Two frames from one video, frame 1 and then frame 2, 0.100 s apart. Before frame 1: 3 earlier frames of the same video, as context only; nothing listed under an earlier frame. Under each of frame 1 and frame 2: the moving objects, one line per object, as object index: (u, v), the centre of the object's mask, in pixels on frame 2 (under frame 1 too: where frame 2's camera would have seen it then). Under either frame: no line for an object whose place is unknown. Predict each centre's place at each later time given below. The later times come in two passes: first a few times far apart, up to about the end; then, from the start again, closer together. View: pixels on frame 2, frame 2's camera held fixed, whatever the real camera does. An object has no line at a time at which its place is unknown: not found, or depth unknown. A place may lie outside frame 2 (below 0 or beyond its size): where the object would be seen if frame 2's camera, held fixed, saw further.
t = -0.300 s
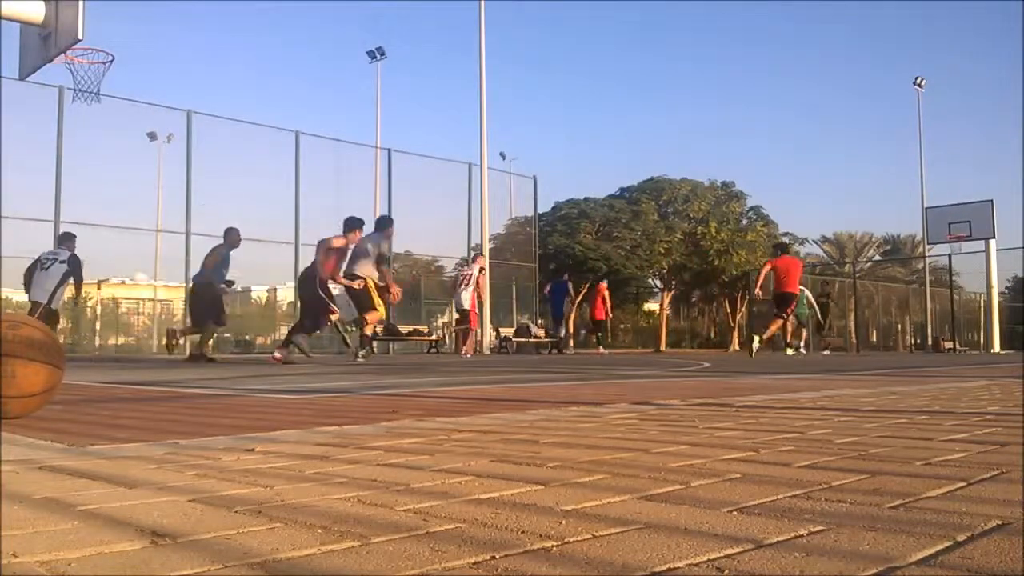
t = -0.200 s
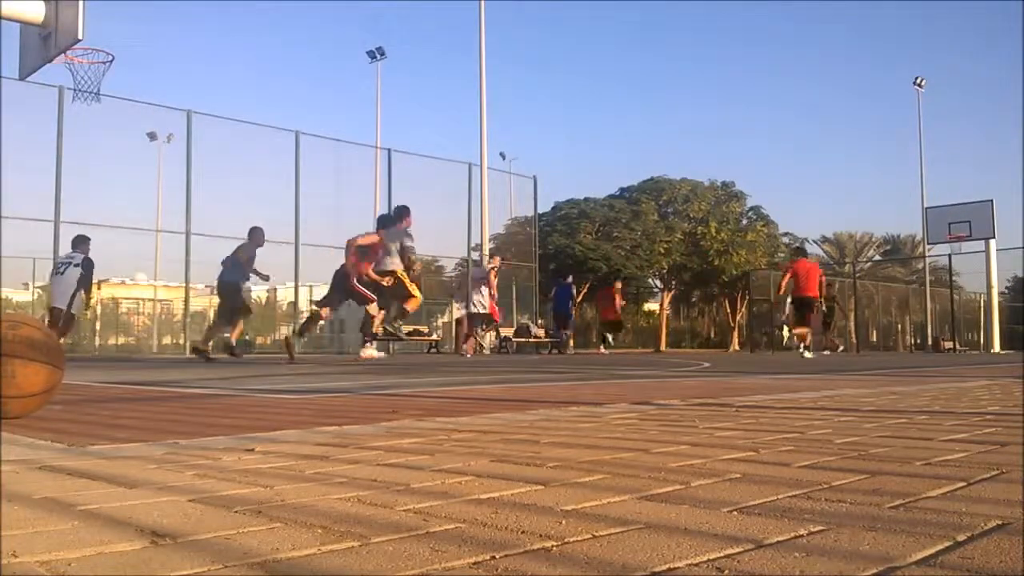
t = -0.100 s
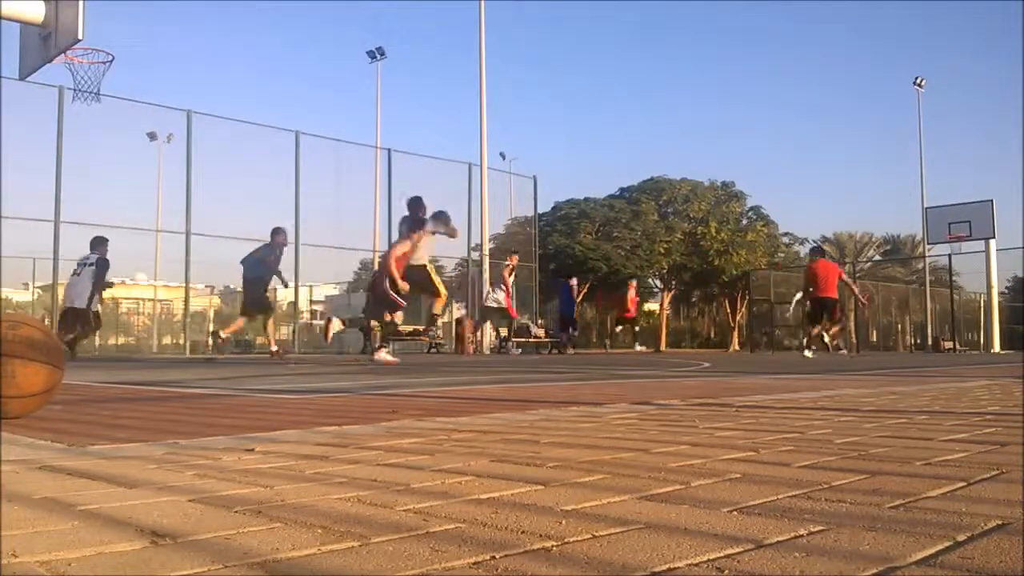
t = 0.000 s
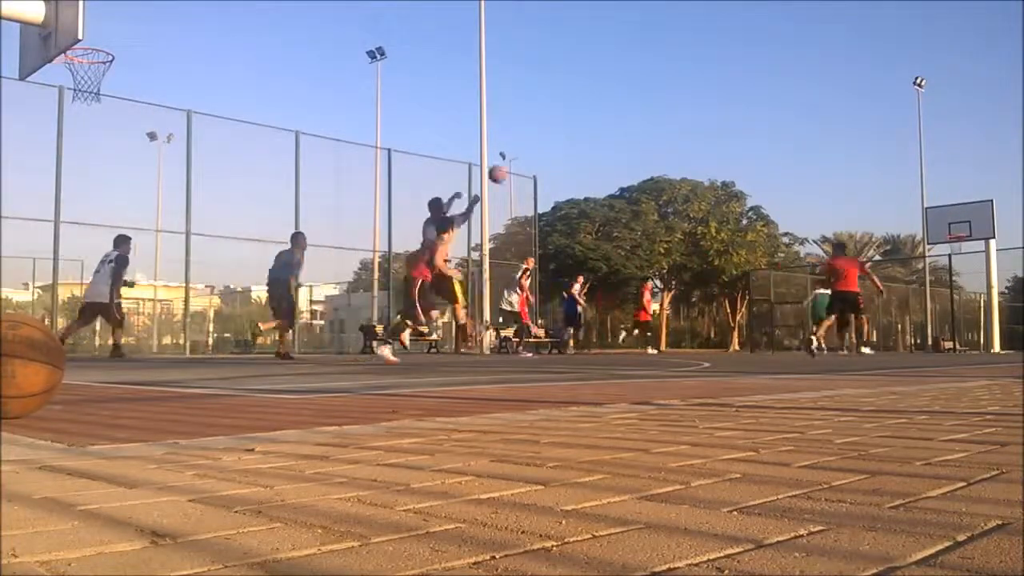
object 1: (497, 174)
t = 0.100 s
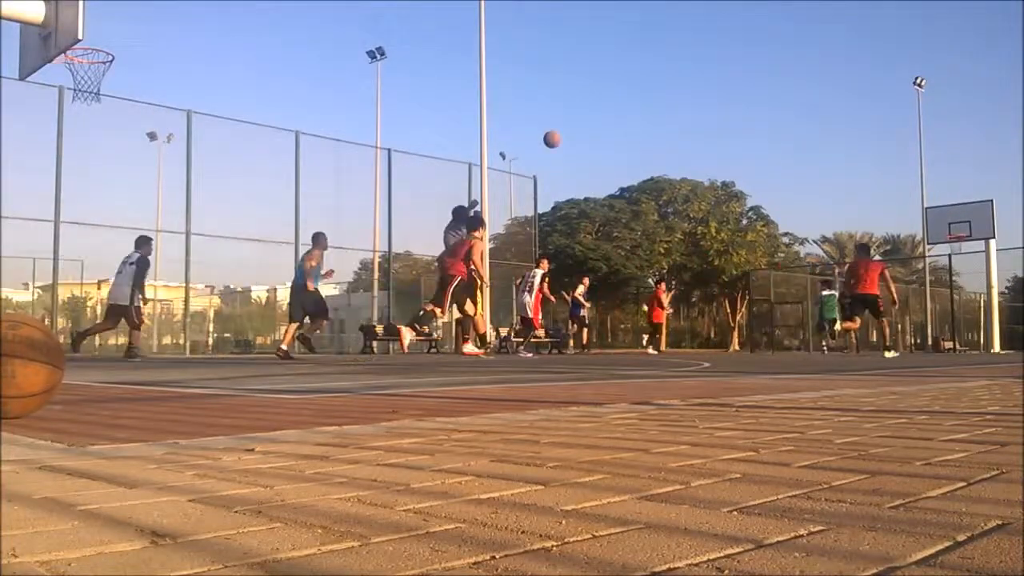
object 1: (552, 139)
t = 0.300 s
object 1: (642, 100)
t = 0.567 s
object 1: (732, 94)
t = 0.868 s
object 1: (806, 128)
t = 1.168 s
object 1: (861, 192)
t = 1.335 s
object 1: (889, 239)
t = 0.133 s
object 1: (568, 130)
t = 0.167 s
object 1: (584, 122)
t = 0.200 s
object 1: (600, 115)
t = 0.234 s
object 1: (614, 109)
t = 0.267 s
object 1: (628, 104)
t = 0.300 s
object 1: (642, 100)
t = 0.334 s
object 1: (656, 97)
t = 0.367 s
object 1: (668, 95)
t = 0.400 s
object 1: (680, 93)
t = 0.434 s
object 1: (691, 92)
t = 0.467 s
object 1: (701, 92)
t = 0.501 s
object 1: (712, 92)
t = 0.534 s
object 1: (722, 93)
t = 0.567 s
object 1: (732, 94)
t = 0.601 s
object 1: (741, 96)
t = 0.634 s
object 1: (750, 99)
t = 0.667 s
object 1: (760, 102)
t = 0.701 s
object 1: (768, 105)
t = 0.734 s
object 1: (776, 109)
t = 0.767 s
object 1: (784, 113)
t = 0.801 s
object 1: (792, 118)
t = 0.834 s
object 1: (799, 123)
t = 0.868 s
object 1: (806, 128)
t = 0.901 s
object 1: (813, 135)
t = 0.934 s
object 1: (819, 140)
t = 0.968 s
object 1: (826, 147)
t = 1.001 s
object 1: (832, 154)
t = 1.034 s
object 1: (838, 160)
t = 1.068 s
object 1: (845, 168)
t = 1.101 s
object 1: (850, 175)
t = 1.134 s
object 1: (856, 184)
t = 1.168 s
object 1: (861, 192)
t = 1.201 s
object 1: (867, 201)
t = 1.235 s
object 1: (873, 209)
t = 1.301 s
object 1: (884, 228)
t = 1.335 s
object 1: (889, 239)
